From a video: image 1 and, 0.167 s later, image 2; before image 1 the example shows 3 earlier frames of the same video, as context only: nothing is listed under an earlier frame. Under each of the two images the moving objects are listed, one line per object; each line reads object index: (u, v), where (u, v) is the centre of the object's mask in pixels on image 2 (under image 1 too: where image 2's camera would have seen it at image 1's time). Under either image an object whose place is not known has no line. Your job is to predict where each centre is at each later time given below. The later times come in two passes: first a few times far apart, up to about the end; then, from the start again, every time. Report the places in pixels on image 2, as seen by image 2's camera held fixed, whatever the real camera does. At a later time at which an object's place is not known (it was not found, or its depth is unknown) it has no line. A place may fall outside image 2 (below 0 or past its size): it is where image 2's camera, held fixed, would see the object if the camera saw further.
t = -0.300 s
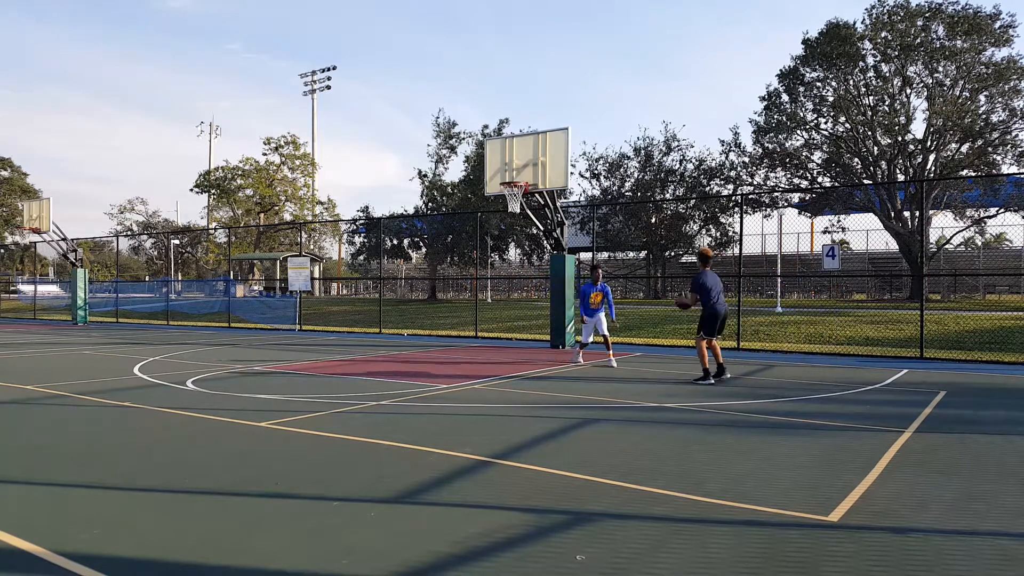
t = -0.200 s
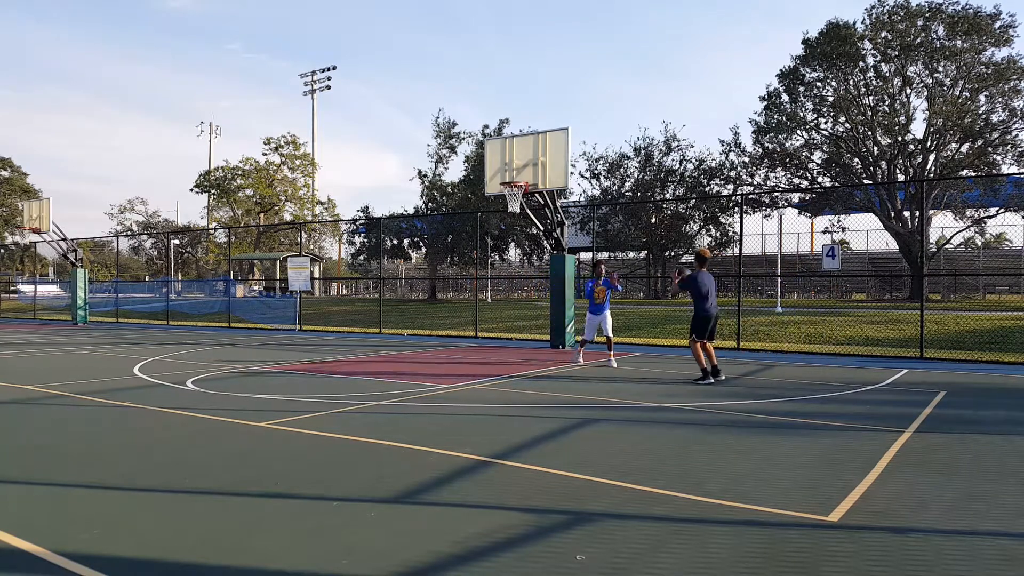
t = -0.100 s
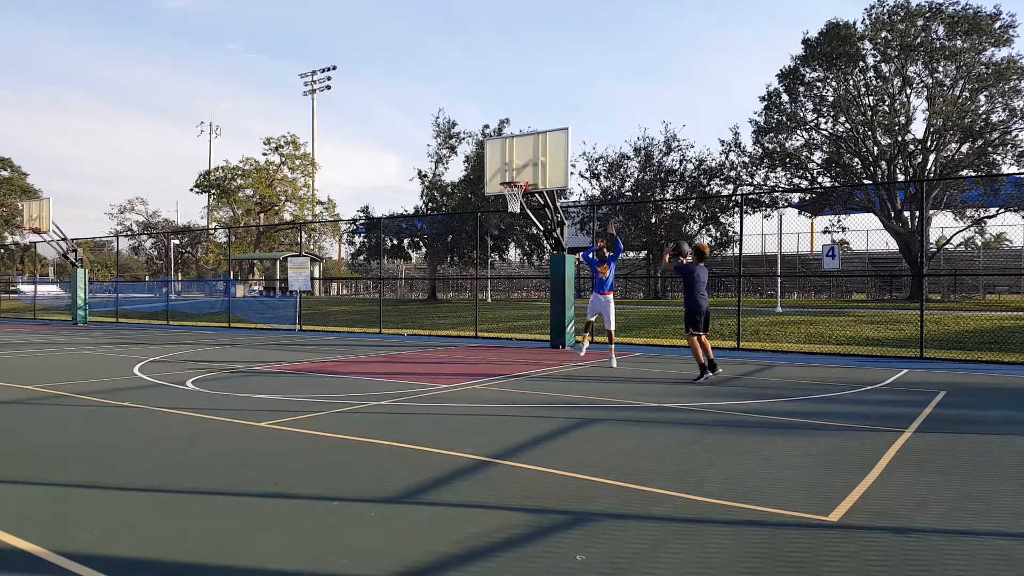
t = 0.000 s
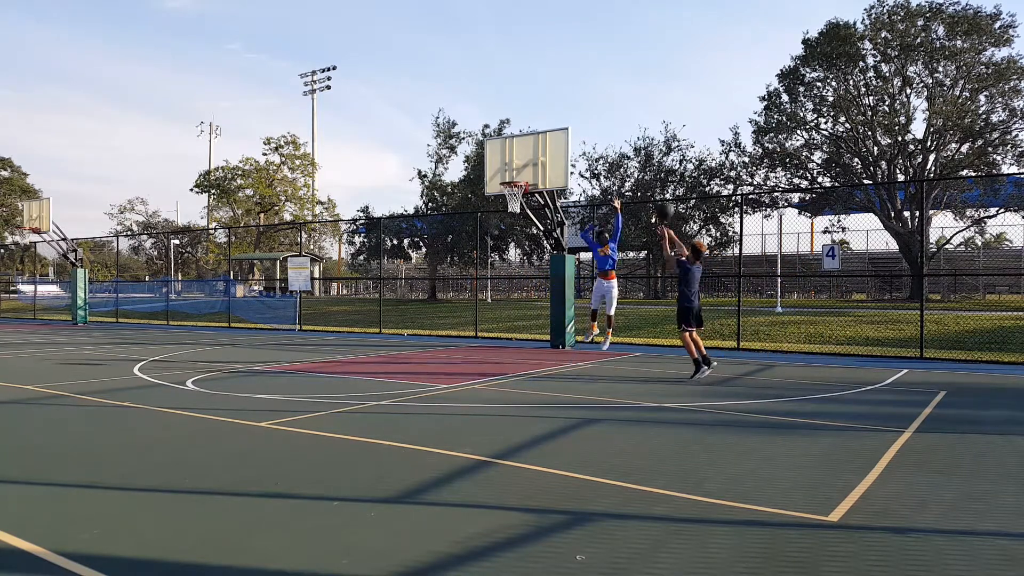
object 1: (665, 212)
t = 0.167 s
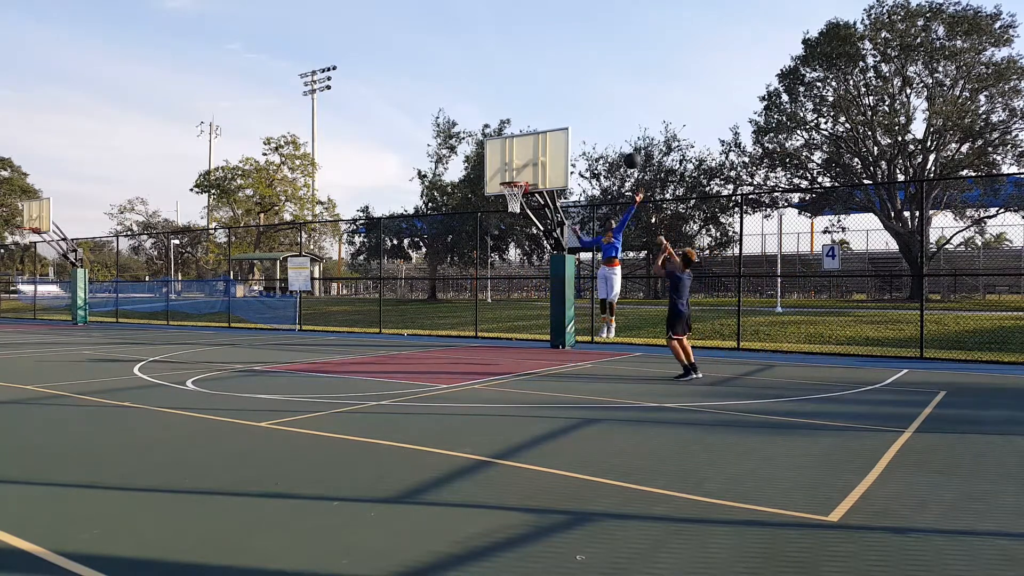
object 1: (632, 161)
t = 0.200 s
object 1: (626, 154)
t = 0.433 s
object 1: (587, 127)
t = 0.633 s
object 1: (559, 133)
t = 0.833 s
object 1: (534, 157)
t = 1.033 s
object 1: (507, 180)
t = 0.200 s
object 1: (626, 154)
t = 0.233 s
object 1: (620, 147)
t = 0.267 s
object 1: (614, 142)
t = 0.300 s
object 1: (609, 137)
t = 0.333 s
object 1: (603, 133)
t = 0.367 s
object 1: (598, 131)
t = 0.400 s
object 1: (593, 129)
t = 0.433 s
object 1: (587, 127)
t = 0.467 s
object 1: (583, 126)
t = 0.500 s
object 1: (578, 126)
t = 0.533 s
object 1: (573, 127)
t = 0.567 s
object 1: (568, 128)
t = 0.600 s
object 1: (564, 130)
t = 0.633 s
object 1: (559, 133)
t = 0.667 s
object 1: (555, 136)
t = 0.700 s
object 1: (551, 139)
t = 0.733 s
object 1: (547, 143)
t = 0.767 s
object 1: (542, 148)
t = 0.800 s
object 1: (539, 153)
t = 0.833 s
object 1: (534, 157)
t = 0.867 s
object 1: (529, 161)
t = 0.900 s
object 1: (524, 164)
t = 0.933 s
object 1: (519, 169)
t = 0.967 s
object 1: (514, 175)
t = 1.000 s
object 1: (509, 179)
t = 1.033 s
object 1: (507, 180)
